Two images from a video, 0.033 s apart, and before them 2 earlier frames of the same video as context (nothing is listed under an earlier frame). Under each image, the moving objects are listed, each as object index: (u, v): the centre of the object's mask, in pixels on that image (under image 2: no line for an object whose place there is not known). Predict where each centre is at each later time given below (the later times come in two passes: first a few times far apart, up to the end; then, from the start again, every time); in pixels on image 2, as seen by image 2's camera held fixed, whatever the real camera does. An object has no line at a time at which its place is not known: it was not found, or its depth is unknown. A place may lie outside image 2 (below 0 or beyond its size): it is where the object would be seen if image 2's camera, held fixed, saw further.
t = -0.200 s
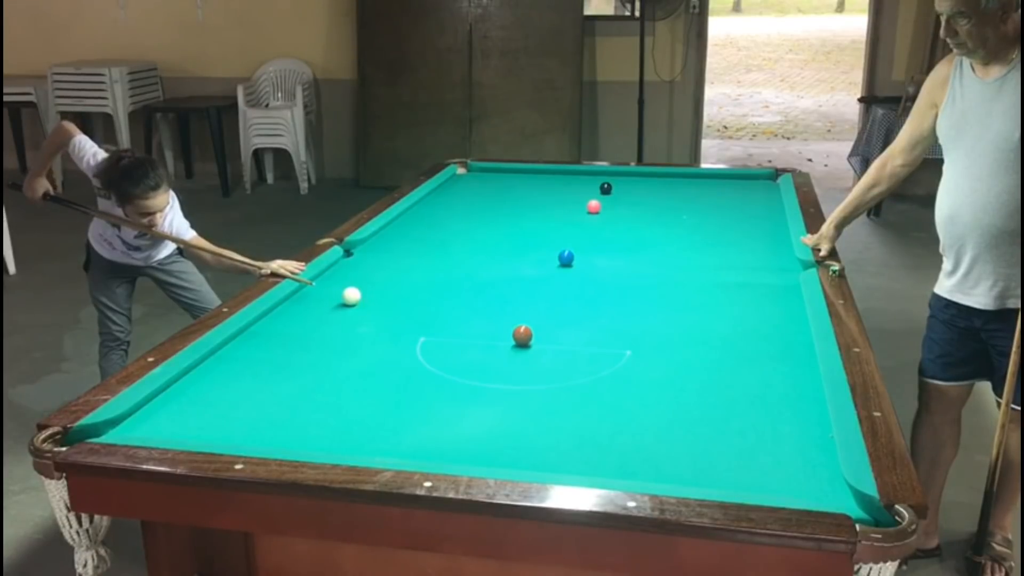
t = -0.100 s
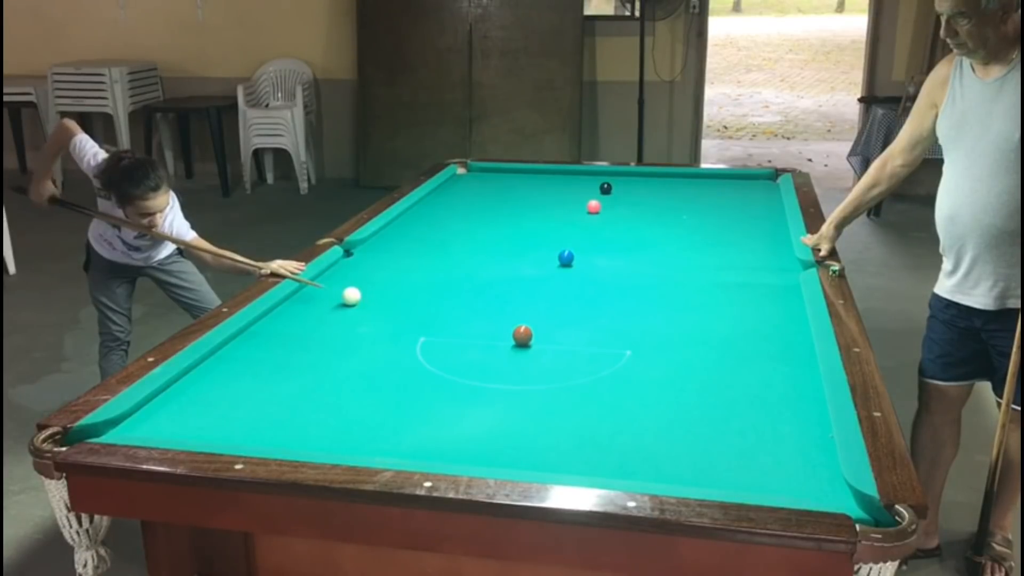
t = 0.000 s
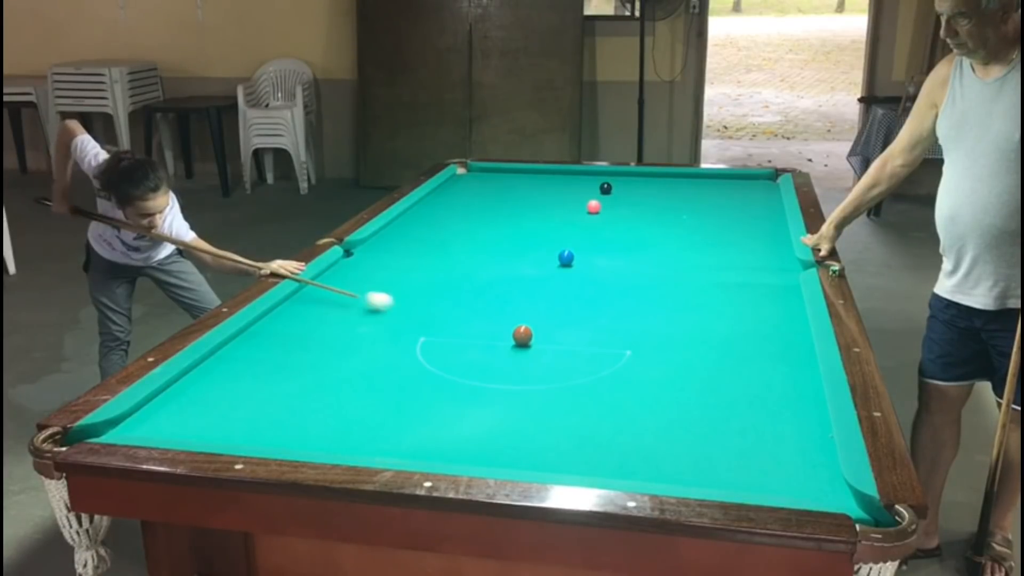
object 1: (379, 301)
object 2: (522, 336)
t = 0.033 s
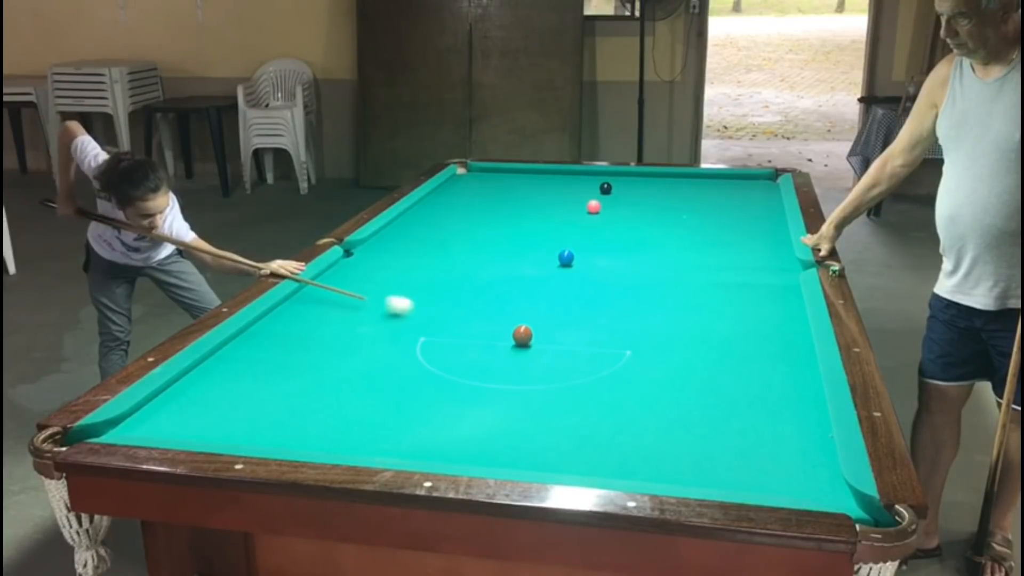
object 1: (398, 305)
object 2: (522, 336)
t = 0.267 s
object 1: (522, 326)
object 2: (533, 342)
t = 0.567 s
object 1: (620, 321)
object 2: (608, 384)
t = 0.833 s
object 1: (704, 318)
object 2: (683, 426)
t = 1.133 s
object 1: (794, 314)
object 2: (784, 480)
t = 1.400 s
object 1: (747, 306)
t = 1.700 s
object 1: (697, 298)
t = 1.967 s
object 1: (658, 292)
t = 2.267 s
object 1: (619, 285)
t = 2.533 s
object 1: (588, 281)
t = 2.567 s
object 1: (585, 280)
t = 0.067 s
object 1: (419, 309)
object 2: (522, 336)
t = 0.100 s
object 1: (437, 313)
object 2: (522, 336)
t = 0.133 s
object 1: (456, 317)
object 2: (522, 336)
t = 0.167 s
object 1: (475, 321)
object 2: (522, 336)
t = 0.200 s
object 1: (494, 325)
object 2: (522, 336)
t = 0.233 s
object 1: (510, 326)
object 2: (524, 337)
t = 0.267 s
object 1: (522, 326)
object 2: (533, 342)
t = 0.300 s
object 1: (532, 325)
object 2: (542, 346)
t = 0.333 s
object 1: (542, 324)
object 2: (551, 352)
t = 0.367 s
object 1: (554, 324)
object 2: (559, 356)
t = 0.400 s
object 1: (565, 323)
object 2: (566, 361)
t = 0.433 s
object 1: (576, 323)
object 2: (574, 365)
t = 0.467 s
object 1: (587, 323)
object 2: (582, 369)
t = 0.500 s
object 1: (598, 322)
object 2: (591, 374)
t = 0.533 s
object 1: (609, 322)
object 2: (599, 379)
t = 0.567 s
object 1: (620, 321)
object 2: (608, 384)
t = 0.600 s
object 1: (631, 321)
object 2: (617, 389)
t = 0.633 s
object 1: (641, 320)
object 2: (625, 393)
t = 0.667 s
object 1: (652, 320)
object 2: (634, 398)
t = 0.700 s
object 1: (663, 320)
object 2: (644, 404)
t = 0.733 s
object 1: (673, 319)
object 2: (653, 409)
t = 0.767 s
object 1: (684, 318)
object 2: (663, 414)
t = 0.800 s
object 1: (694, 318)
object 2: (673, 420)
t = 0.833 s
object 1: (704, 318)
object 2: (683, 426)
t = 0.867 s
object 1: (715, 317)
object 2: (693, 431)
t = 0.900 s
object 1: (725, 317)
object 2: (704, 437)
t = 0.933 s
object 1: (735, 316)
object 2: (714, 442)
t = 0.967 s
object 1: (745, 316)
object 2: (726, 449)
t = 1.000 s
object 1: (755, 315)
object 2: (737, 454)
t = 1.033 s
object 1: (764, 315)
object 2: (748, 461)
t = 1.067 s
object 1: (774, 315)
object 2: (760, 468)
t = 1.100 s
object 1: (784, 314)
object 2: (772, 474)
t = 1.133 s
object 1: (794, 314)
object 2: (784, 480)
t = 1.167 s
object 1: (792, 313)
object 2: (796, 485)
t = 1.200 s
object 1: (786, 312)
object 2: (809, 490)
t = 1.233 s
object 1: (779, 311)
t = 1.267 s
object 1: (773, 310)
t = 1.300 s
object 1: (766, 309)
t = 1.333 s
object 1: (760, 308)
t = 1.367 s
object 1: (753, 307)
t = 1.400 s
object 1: (747, 306)
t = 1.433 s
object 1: (741, 305)
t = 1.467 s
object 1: (736, 304)
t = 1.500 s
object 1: (730, 303)
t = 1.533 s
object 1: (725, 302)
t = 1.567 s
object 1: (719, 301)
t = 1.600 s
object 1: (713, 300)
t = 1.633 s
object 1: (708, 300)
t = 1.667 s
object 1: (703, 299)
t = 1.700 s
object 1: (697, 298)
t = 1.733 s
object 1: (692, 297)
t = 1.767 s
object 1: (687, 296)
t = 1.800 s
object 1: (682, 295)
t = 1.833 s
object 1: (677, 294)
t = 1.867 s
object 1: (672, 294)
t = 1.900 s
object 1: (667, 293)
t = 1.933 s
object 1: (663, 292)
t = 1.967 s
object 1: (658, 292)
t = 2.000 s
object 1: (653, 291)
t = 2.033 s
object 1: (649, 290)
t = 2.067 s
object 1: (644, 289)
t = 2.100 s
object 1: (640, 289)
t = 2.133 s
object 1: (636, 288)
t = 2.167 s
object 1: (631, 288)
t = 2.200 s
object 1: (627, 287)
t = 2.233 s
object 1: (623, 286)
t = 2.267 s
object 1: (619, 285)
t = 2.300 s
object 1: (615, 285)
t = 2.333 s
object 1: (611, 284)
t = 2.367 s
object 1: (607, 283)
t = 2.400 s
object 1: (603, 283)
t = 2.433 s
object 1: (599, 282)
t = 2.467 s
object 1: (596, 282)
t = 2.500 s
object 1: (592, 281)
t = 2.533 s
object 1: (588, 281)
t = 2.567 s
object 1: (585, 280)
